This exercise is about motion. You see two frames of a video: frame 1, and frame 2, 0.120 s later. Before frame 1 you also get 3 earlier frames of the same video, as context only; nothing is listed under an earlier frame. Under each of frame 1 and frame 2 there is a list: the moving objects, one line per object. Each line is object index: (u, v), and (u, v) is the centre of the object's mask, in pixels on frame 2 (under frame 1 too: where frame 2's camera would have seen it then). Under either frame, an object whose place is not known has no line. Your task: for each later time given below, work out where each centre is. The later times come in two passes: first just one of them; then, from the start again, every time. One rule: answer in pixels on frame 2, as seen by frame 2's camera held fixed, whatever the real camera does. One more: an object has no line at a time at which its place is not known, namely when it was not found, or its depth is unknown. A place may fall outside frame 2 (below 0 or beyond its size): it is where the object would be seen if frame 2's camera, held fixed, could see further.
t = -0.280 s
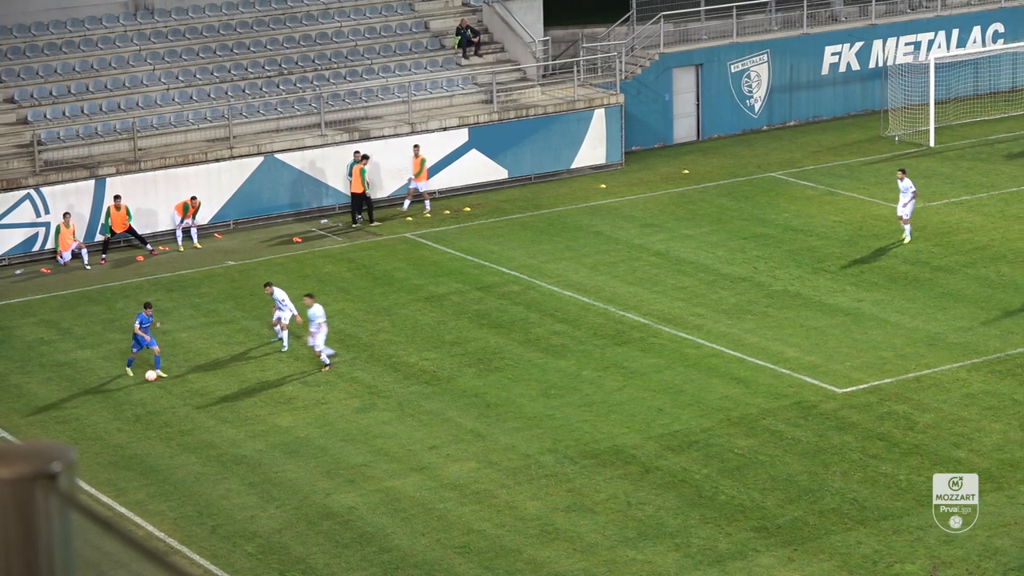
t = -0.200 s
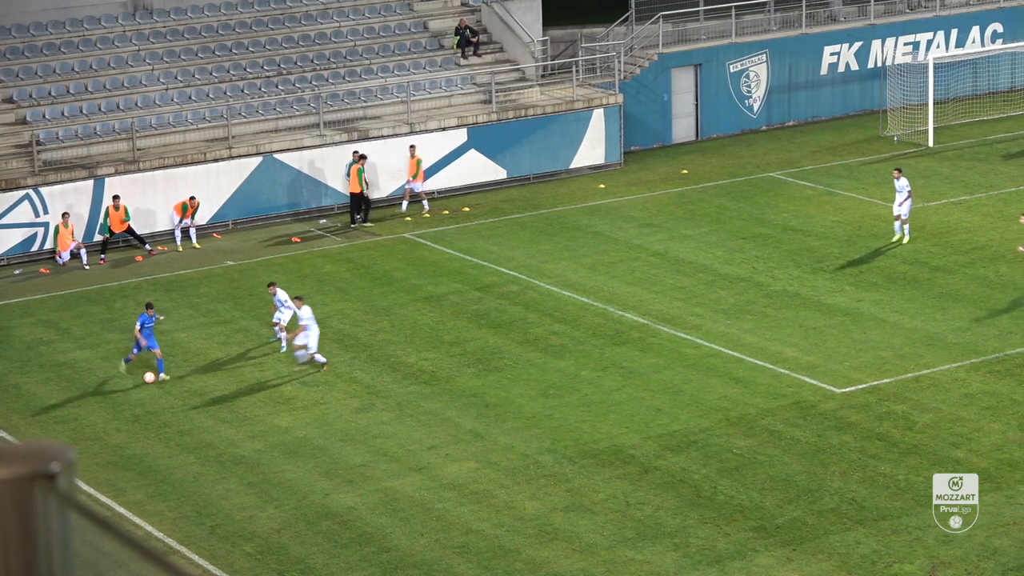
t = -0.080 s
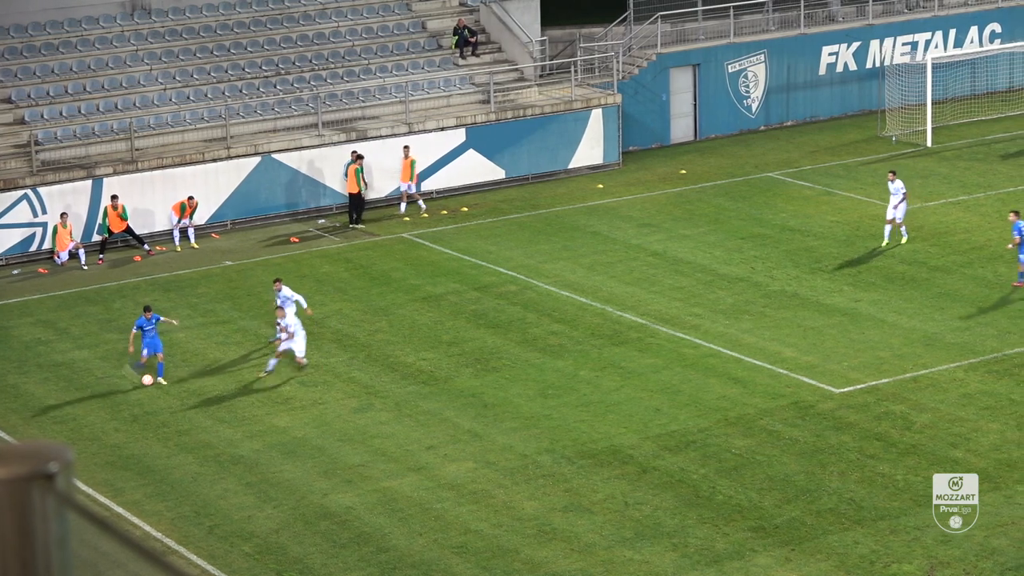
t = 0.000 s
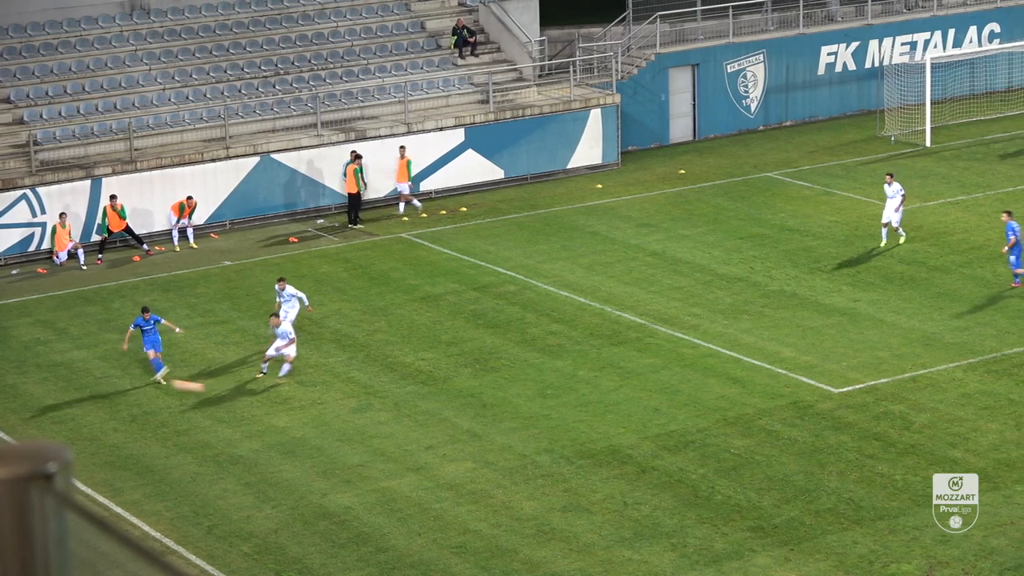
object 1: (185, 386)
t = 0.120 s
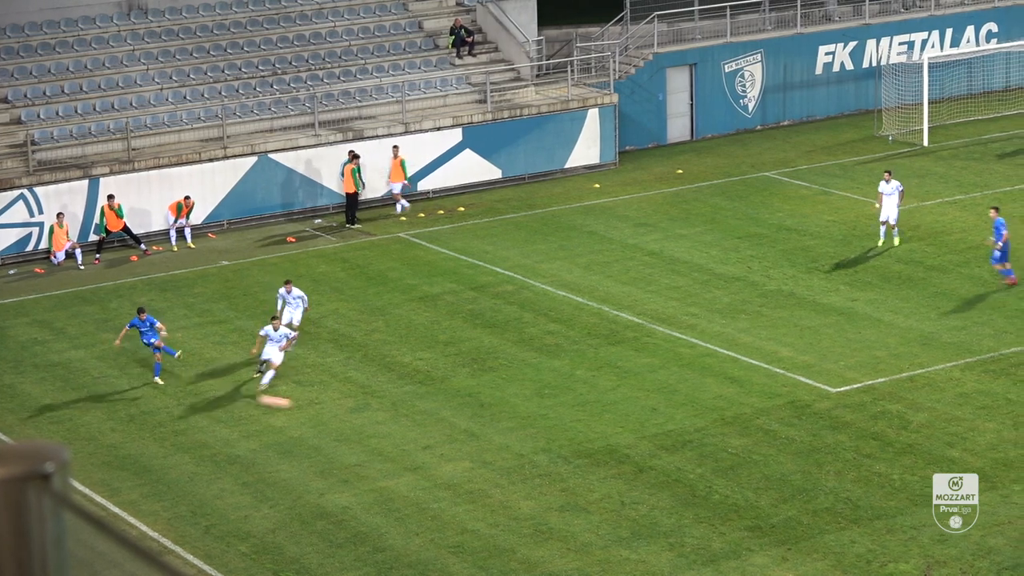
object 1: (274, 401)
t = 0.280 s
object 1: (387, 420)
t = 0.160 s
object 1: (302, 406)
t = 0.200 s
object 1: (332, 410)
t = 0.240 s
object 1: (360, 415)
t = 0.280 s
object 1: (387, 420)
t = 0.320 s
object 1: (414, 424)
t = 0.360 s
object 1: (440, 427)
